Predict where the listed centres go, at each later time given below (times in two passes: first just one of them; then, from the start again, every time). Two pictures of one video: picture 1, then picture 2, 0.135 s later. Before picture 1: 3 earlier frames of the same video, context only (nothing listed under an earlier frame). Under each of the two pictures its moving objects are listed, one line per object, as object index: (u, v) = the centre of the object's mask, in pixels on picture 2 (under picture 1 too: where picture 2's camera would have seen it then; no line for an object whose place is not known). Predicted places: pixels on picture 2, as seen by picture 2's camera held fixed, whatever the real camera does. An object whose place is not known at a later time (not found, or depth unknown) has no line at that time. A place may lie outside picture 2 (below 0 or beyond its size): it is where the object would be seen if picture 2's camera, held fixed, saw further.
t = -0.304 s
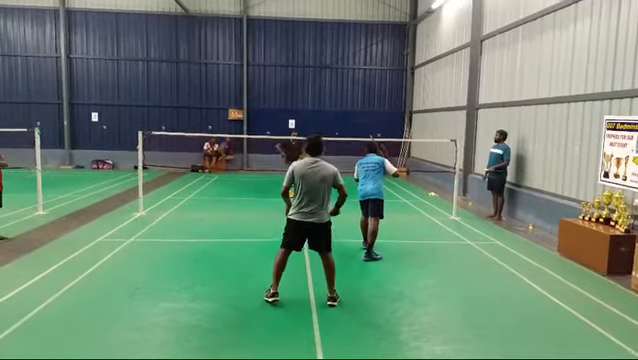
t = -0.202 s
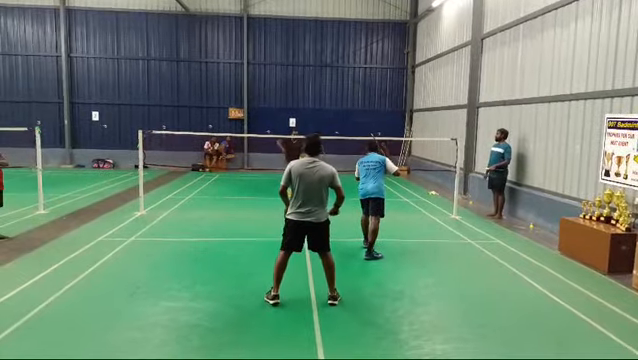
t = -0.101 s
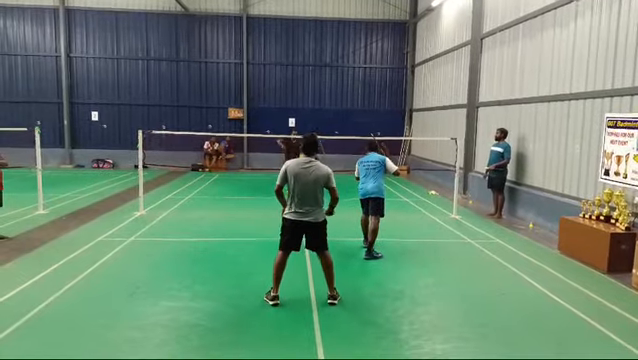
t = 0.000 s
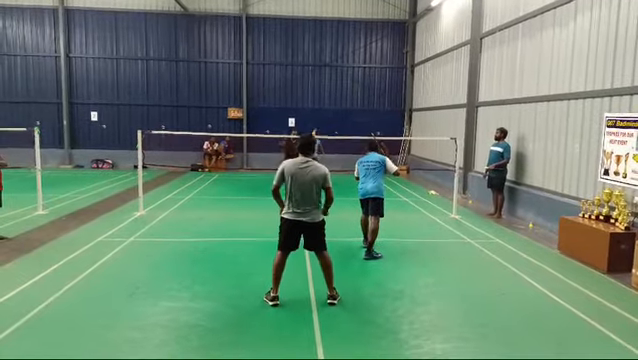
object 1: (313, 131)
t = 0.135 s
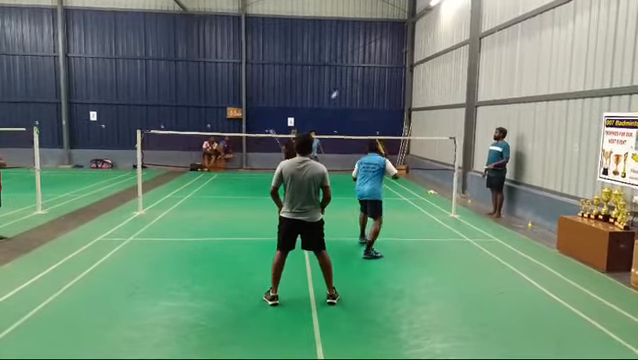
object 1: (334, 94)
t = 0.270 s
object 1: (356, 67)
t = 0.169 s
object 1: (340, 87)
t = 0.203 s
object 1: (345, 79)
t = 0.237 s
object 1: (350, 73)
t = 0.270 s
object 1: (356, 67)
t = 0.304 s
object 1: (360, 62)
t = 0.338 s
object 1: (365, 57)
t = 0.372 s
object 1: (371, 54)
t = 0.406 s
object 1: (375, 50)
